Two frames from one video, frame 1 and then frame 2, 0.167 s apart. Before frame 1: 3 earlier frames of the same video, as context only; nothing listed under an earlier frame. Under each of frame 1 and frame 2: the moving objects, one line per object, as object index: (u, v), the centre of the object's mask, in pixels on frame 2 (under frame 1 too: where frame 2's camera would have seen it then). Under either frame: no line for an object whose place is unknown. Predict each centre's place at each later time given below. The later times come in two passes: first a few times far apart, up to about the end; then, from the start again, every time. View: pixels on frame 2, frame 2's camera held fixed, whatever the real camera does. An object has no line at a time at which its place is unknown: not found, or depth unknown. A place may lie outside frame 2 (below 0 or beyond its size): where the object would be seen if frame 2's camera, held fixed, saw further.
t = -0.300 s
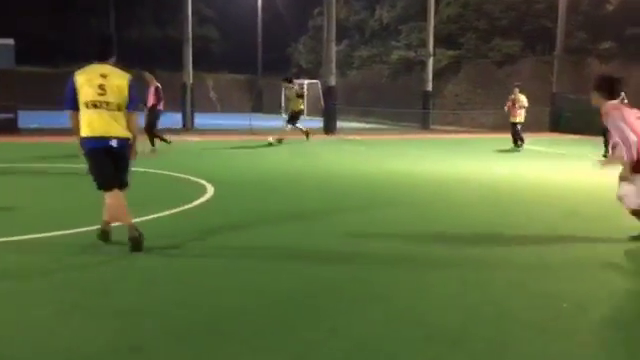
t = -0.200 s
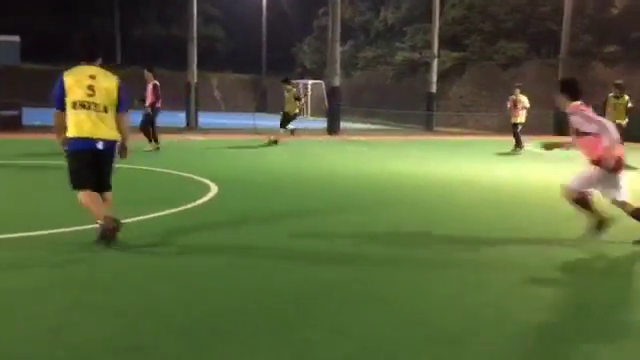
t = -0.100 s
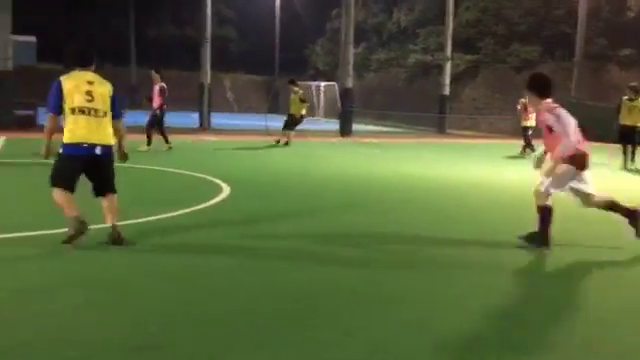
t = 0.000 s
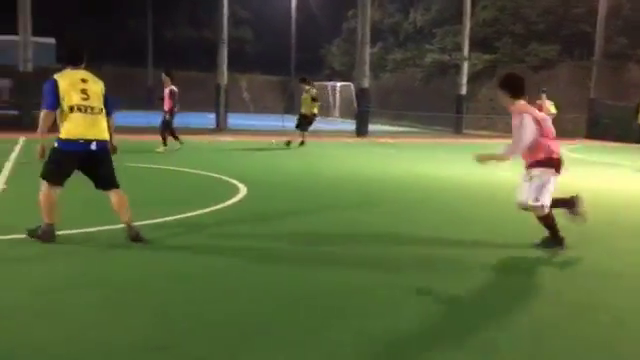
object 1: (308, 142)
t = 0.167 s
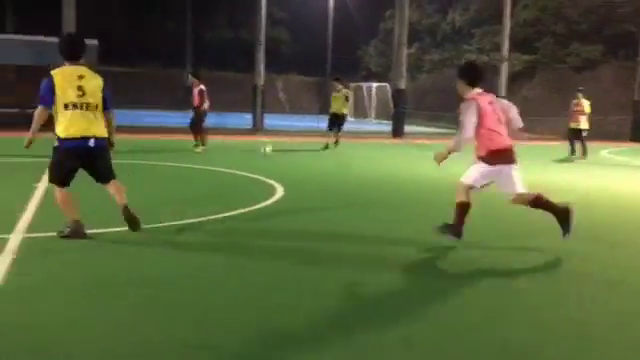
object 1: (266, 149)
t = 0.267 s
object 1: (238, 154)
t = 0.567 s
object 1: (120, 177)
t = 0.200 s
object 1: (256, 153)
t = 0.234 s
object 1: (248, 153)
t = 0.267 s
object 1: (238, 154)
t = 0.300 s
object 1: (227, 156)
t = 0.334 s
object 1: (217, 158)
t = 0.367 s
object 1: (204, 160)
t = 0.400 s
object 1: (190, 164)
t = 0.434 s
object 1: (179, 167)
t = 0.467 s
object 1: (165, 169)
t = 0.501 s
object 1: (151, 171)
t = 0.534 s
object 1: (136, 175)
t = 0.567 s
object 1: (120, 177)
